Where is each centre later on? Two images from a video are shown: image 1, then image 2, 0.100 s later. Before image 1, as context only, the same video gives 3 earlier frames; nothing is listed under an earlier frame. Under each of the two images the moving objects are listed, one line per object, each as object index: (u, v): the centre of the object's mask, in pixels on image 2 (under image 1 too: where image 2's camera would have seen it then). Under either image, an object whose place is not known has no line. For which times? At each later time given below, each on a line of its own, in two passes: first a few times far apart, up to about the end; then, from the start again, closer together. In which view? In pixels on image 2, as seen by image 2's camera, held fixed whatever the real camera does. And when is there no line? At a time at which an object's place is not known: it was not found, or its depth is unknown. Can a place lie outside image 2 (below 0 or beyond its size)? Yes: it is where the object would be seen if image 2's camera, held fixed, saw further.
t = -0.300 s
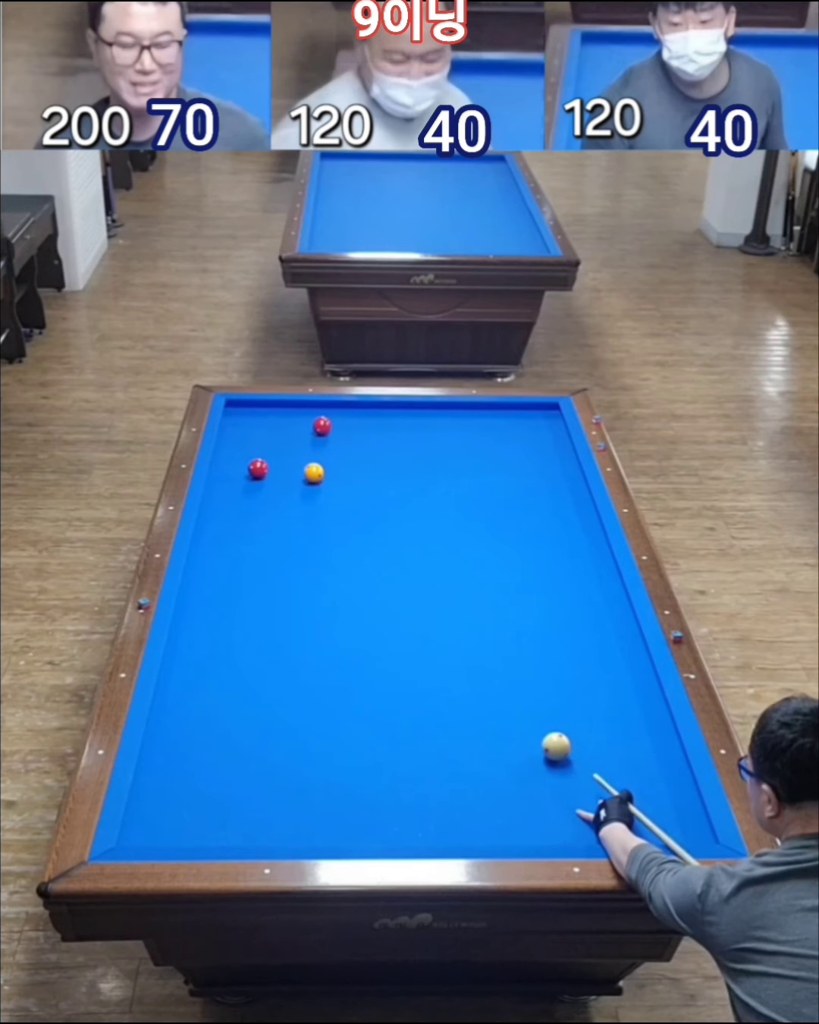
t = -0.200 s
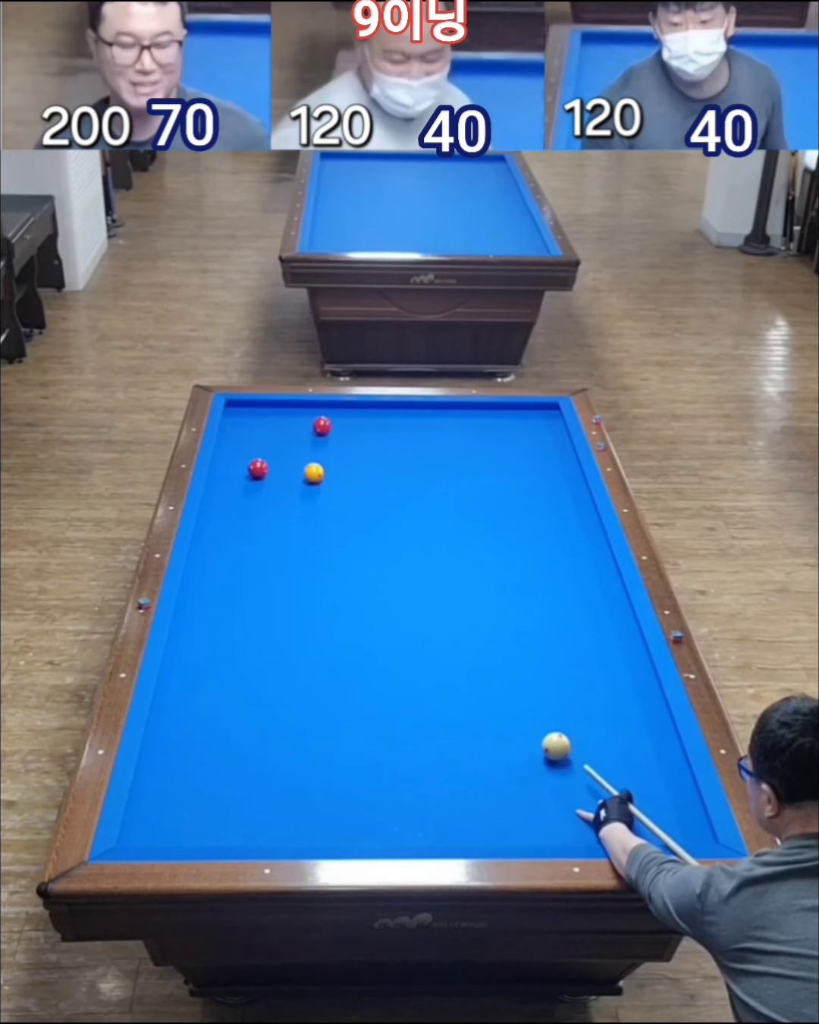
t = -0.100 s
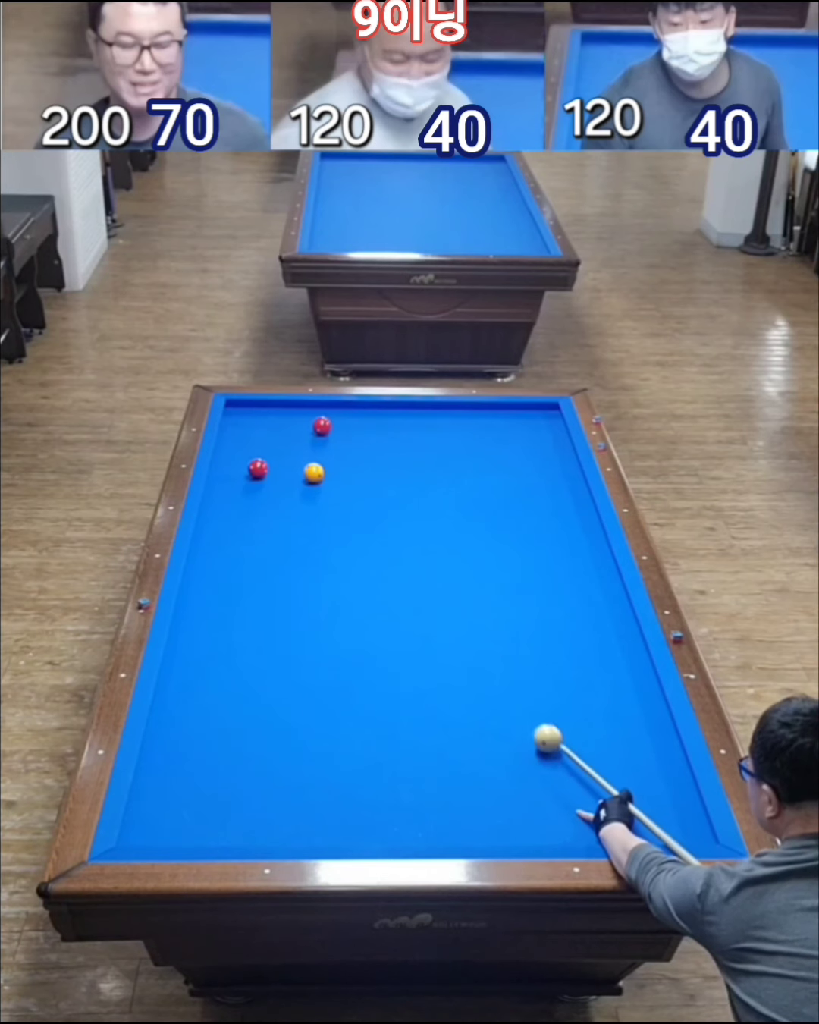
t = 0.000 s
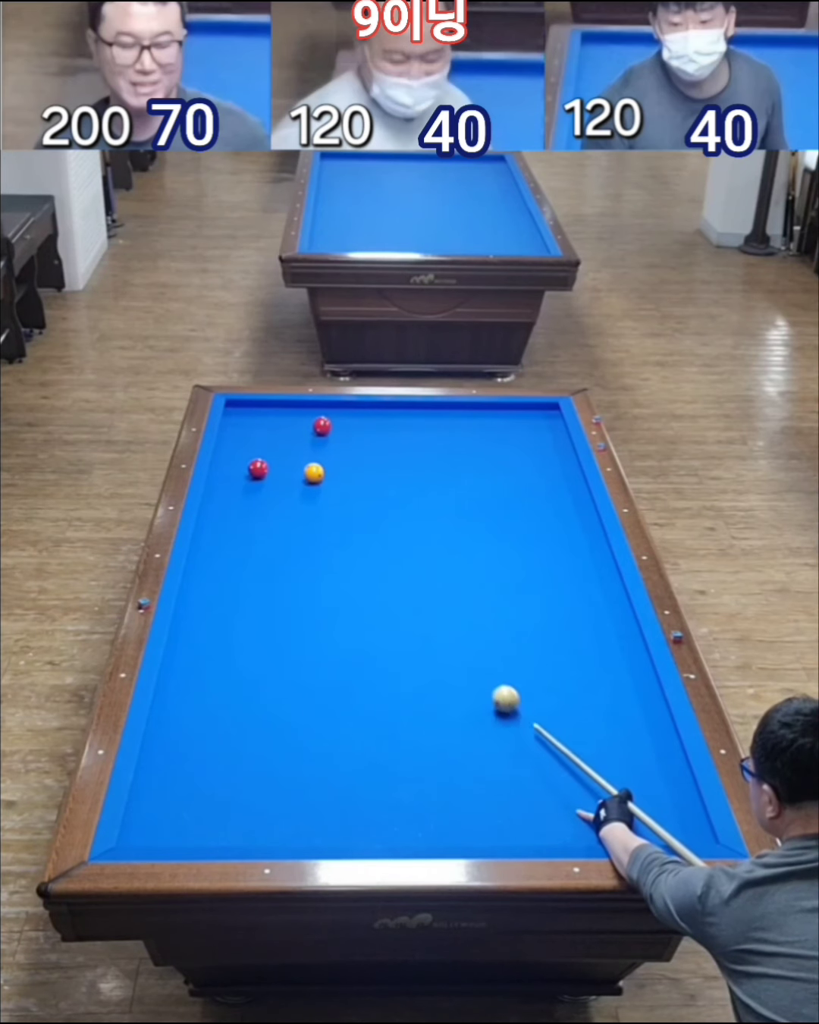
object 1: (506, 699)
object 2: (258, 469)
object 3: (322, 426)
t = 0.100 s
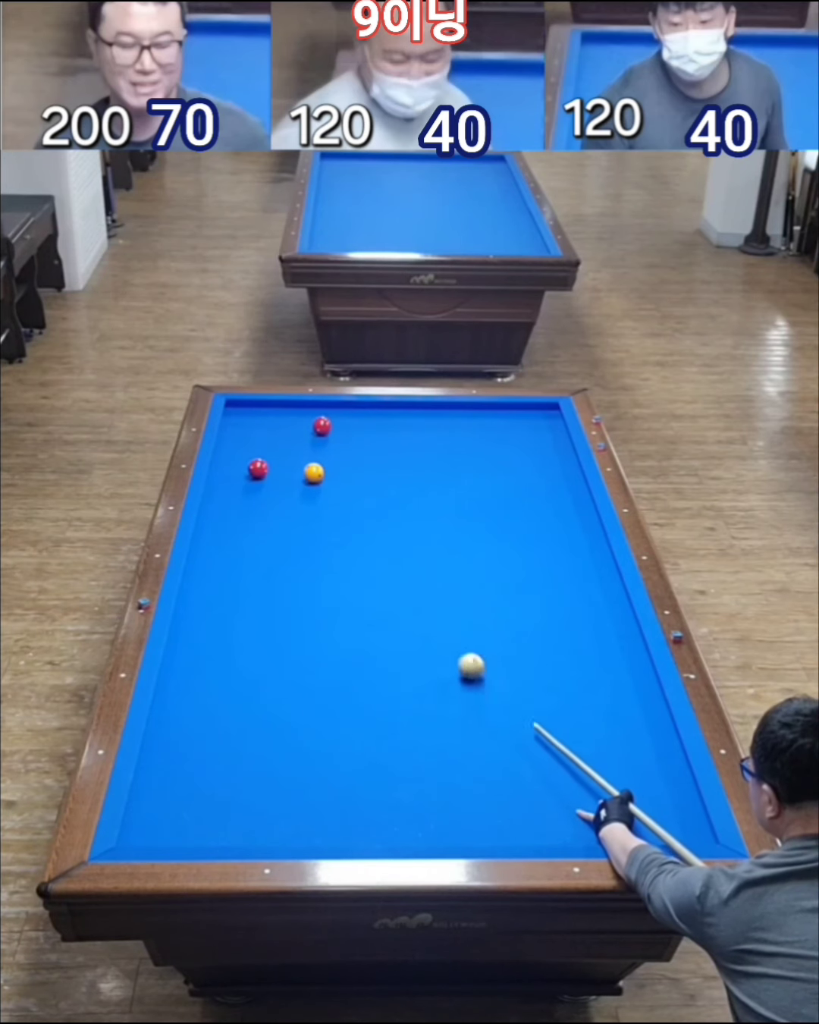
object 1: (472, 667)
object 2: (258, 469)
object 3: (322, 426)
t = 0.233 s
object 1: (433, 630)
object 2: (258, 469)
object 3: (322, 426)
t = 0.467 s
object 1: (374, 574)
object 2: (258, 469)
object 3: (322, 426)
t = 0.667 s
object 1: (330, 531)
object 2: (258, 469)
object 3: (322, 426)
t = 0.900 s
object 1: (285, 488)
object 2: (258, 469)
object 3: (322, 426)
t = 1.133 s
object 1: (284, 465)
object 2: (223, 454)
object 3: (322, 426)
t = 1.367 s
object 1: (293, 448)
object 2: (257, 443)
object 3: (322, 426)
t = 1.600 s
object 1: (303, 433)
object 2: (283, 433)
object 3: (323, 426)
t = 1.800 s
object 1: (311, 425)
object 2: (286, 426)
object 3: (339, 421)
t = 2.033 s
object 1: (321, 416)
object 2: (286, 418)
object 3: (358, 414)
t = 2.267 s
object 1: (330, 409)
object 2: (286, 410)
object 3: (376, 409)
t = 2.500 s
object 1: (341, 407)
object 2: (286, 406)
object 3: (391, 407)
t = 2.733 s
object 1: (353, 411)
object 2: (288, 409)
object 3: (405, 410)
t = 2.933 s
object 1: (363, 414)
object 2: (290, 412)
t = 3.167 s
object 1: (375, 417)
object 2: (293, 415)
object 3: (428, 415)
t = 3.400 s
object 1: (386, 421)
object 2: (295, 417)
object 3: (440, 418)
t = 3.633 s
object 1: (397, 425)
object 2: (297, 421)
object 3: (451, 421)
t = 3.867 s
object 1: (408, 428)
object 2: (299, 423)
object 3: (462, 423)
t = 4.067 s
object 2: (301, 425)
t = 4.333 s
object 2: (306, 430)
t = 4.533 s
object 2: (310, 434)
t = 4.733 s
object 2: (312, 435)
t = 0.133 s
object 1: (462, 657)
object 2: (258, 469)
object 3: (322, 426)
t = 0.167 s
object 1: (452, 648)
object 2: (258, 469)
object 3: (322, 426)
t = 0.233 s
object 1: (433, 630)
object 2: (258, 469)
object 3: (322, 426)
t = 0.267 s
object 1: (424, 622)
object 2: (258, 469)
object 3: (322, 426)
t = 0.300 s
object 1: (415, 613)
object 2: (258, 469)
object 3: (322, 426)
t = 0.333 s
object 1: (407, 605)
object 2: (258, 469)
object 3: (322, 426)
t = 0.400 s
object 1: (390, 589)
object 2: (258, 469)
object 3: (322, 426)
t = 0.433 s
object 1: (382, 581)
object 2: (258, 469)
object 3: (322, 426)
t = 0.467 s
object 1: (374, 574)
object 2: (258, 469)
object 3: (322, 426)
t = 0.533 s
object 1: (359, 559)
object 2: (258, 469)
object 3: (322, 426)
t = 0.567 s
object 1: (351, 552)
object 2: (258, 469)
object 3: (322, 426)
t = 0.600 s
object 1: (344, 545)
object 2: (258, 469)
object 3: (322, 426)
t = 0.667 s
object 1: (330, 531)
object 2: (258, 469)
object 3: (322, 426)
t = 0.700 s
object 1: (324, 525)
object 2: (258, 469)
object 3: (322, 426)
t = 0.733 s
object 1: (317, 518)
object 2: (258, 469)
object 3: (322, 426)
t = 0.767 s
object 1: (310, 512)
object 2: (258, 469)
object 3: (322, 426)
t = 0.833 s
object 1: (298, 500)
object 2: (258, 469)
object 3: (322, 426)
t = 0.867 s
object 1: (291, 494)
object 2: (258, 469)
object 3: (322, 426)
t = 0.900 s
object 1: (285, 488)
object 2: (258, 469)
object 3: (322, 426)
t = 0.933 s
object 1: (280, 482)
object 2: (258, 469)
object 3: (322, 426)
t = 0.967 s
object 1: (274, 477)
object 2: (257, 469)
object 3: (322, 426)
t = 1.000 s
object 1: (274, 473)
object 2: (252, 467)
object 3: (322, 426)
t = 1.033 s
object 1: (277, 472)
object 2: (244, 463)
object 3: (322, 426)
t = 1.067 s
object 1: (280, 470)
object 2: (235, 460)
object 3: (322, 426)
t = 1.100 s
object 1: (282, 467)
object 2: (228, 457)
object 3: (322, 426)
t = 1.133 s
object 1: (284, 465)
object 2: (223, 454)
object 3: (322, 426)
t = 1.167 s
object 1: (286, 463)
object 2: (229, 452)
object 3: (322, 426)
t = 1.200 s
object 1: (287, 460)
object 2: (234, 451)
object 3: (322, 426)
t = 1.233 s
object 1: (288, 458)
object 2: (239, 449)
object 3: (322, 426)
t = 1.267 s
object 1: (289, 455)
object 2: (244, 448)
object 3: (322, 426)
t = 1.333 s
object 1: (292, 451)
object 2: (252, 445)
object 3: (322, 426)
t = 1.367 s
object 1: (293, 448)
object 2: (257, 443)
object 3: (322, 426)
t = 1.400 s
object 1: (294, 446)
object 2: (261, 442)
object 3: (322, 426)
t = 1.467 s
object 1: (297, 441)
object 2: (269, 439)
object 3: (323, 426)
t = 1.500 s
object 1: (298, 439)
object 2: (273, 437)
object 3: (323, 426)
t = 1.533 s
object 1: (299, 437)
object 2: (277, 436)
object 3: (323, 426)
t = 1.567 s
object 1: (300, 435)
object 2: (281, 435)
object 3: (323, 426)
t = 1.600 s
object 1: (303, 433)
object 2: (283, 433)
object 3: (323, 426)
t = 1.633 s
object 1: (306, 430)
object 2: (284, 432)
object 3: (323, 426)
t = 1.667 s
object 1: (306, 429)
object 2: (286, 431)
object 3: (326, 425)
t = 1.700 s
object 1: (307, 428)
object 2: (286, 430)
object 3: (329, 424)
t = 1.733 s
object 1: (308, 427)
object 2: (286, 428)
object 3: (333, 422)
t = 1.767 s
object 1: (309, 426)
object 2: (286, 427)
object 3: (336, 422)
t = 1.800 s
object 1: (311, 425)
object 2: (286, 426)
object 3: (339, 421)
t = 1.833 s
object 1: (312, 424)
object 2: (286, 425)
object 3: (341, 420)
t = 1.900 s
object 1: (315, 421)
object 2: (286, 422)
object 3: (347, 418)
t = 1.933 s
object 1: (316, 420)
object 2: (286, 421)
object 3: (350, 417)
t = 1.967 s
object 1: (318, 419)
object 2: (286, 420)
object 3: (353, 416)
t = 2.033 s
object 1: (321, 416)
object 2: (286, 418)
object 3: (358, 414)
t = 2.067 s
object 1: (322, 415)
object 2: (286, 416)
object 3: (360, 414)
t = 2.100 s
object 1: (323, 414)
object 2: (286, 416)
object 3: (363, 413)
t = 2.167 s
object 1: (326, 412)
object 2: (286, 413)
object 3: (368, 411)
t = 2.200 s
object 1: (327, 411)
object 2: (286, 412)
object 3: (371, 410)
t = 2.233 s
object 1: (329, 410)
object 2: (286, 411)
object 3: (373, 410)
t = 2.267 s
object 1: (330, 409)
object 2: (286, 410)
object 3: (376, 409)
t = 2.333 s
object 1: (332, 407)
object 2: (285, 408)
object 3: (381, 407)
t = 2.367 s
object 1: (334, 406)
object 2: (285, 407)
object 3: (384, 406)
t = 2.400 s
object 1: (335, 405)
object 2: (285, 406)
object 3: (386, 406)
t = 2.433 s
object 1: (337, 406)
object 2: (285, 405)
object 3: (388, 406)
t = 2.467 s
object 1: (339, 406)
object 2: (286, 405)
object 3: (390, 407)
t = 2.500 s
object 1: (341, 407)
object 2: (286, 406)
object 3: (391, 407)
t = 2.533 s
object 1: (342, 408)
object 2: (286, 406)
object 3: (393, 408)
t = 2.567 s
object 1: (344, 408)
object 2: (286, 406)
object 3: (395, 408)
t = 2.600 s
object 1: (346, 409)
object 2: (287, 407)
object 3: (397, 409)
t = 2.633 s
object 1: (348, 409)
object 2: (287, 407)
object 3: (399, 409)
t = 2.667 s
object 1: (349, 410)
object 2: (288, 408)
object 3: (401, 409)
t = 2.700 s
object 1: (351, 410)
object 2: (288, 408)
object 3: (403, 410)
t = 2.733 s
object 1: (353, 411)
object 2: (288, 409)
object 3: (405, 410)
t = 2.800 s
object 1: (356, 412)
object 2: (289, 410)
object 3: (408, 411)
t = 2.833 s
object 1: (358, 412)
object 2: (289, 410)
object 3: (410, 411)
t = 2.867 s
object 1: (360, 413)
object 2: (289, 411)
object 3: (412, 412)
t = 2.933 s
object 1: (363, 414)
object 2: (290, 412)
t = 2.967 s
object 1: (365, 414)
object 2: (291, 412)
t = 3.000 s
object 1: (367, 415)
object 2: (291, 413)
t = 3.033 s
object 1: (368, 415)
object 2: (291, 413)
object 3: (421, 414)
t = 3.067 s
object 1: (370, 416)
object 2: (292, 413)
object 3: (423, 414)
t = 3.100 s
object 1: (372, 416)
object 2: (292, 414)
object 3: (424, 415)
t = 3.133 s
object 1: (373, 417)
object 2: (292, 414)
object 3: (426, 415)
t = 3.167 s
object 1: (375, 417)
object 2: (293, 415)
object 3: (428, 415)
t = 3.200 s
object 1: (377, 418)
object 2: (293, 415)
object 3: (430, 416)
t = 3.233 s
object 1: (378, 419)
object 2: (293, 415)
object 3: (431, 416)
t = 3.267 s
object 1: (380, 419)
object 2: (294, 416)
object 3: (433, 416)
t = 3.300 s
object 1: (381, 420)
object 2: (294, 416)
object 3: (435, 417)
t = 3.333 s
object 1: (383, 420)
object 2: (294, 417)
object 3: (437, 417)
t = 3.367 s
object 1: (385, 421)
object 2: (295, 417)
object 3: (438, 418)
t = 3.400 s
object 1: (386, 421)
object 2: (295, 417)
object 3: (440, 418)
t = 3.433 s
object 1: (388, 422)
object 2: (295, 418)
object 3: (442, 419)
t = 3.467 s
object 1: (389, 422)
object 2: (296, 418)
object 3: (443, 419)
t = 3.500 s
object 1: (391, 423)
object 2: (296, 419)
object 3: (445, 419)
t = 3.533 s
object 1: (393, 423)
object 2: (296, 419)
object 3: (446, 420)
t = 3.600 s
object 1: (396, 424)
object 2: (297, 420)
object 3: (450, 420)
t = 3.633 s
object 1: (397, 425)
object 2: (297, 421)
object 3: (451, 421)
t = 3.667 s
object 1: (399, 425)
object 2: (297, 421)
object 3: (453, 421)
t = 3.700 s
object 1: (400, 426)
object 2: (298, 421)
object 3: (455, 422)
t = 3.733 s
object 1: (402, 426)
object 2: (298, 421)
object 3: (456, 422)
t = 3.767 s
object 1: (403, 427)
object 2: (299, 422)
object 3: (458, 422)
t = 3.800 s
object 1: (405, 427)
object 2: (299, 422)
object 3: (459, 423)
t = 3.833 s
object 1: (406, 428)
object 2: (299, 422)
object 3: (461, 423)
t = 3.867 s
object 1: (408, 428)
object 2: (299, 423)
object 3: (462, 423)
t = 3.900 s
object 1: (409, 428)
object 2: (300, 423)
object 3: (464, 424)
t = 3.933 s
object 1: (411, 429)
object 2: (300, 424)
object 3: (465, 424)
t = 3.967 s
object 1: (412, 429)
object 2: (300, 424)
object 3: (467, 424)
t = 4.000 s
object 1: (414, 430)
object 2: (300, 424)
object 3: (468, 425)
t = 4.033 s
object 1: (415, 430)
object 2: (300, 424)
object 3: (470, 425)
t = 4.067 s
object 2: (301, 425)
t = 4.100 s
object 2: (301, 425)
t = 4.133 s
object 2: (301, 426)
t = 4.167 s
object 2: (302, 426)
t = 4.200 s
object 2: (302, 426)
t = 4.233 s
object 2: (302, 427)
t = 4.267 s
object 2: (303, 428)
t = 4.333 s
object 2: (306, 430)
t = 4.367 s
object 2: (307, 431)
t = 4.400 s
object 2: (308, 431)
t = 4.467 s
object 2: (310, 433)
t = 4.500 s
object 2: (310, 433)
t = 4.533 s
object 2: (310, 434)
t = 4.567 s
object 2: (311, 434)
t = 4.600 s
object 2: (311, 435)
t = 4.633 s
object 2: (311, 435)
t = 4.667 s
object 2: (311, 435)
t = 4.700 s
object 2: (312, 435)
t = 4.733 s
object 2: (312, 435)
